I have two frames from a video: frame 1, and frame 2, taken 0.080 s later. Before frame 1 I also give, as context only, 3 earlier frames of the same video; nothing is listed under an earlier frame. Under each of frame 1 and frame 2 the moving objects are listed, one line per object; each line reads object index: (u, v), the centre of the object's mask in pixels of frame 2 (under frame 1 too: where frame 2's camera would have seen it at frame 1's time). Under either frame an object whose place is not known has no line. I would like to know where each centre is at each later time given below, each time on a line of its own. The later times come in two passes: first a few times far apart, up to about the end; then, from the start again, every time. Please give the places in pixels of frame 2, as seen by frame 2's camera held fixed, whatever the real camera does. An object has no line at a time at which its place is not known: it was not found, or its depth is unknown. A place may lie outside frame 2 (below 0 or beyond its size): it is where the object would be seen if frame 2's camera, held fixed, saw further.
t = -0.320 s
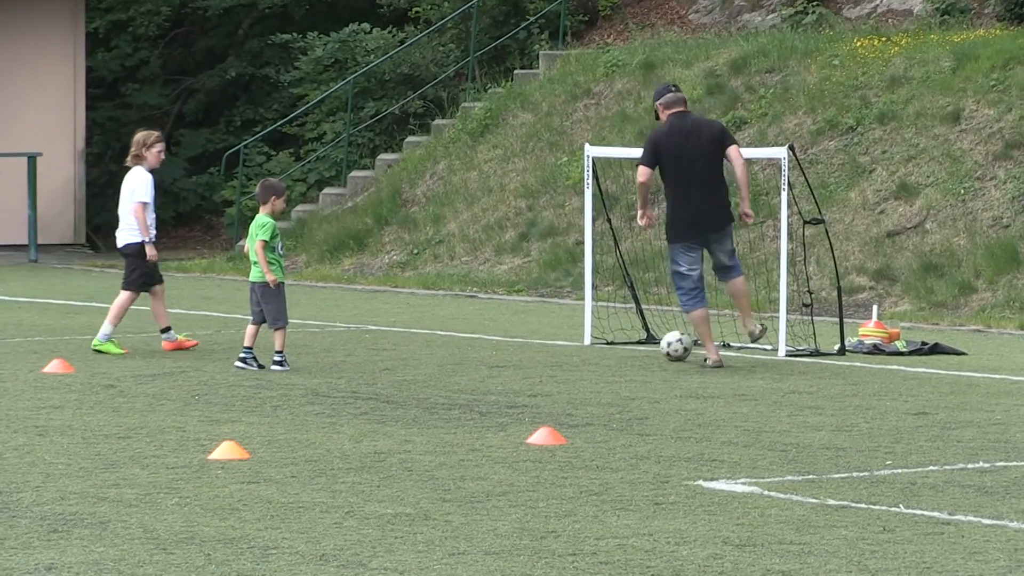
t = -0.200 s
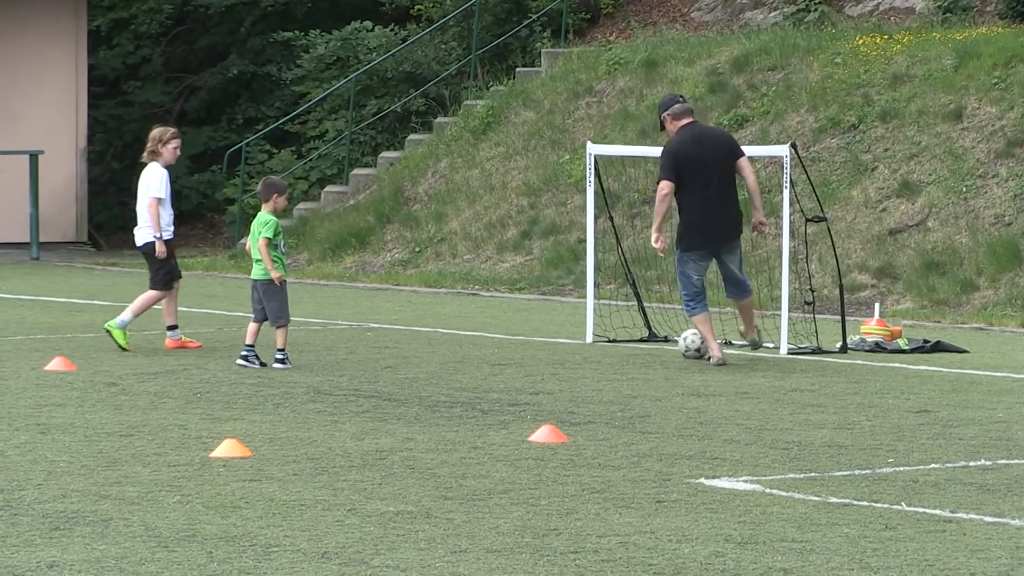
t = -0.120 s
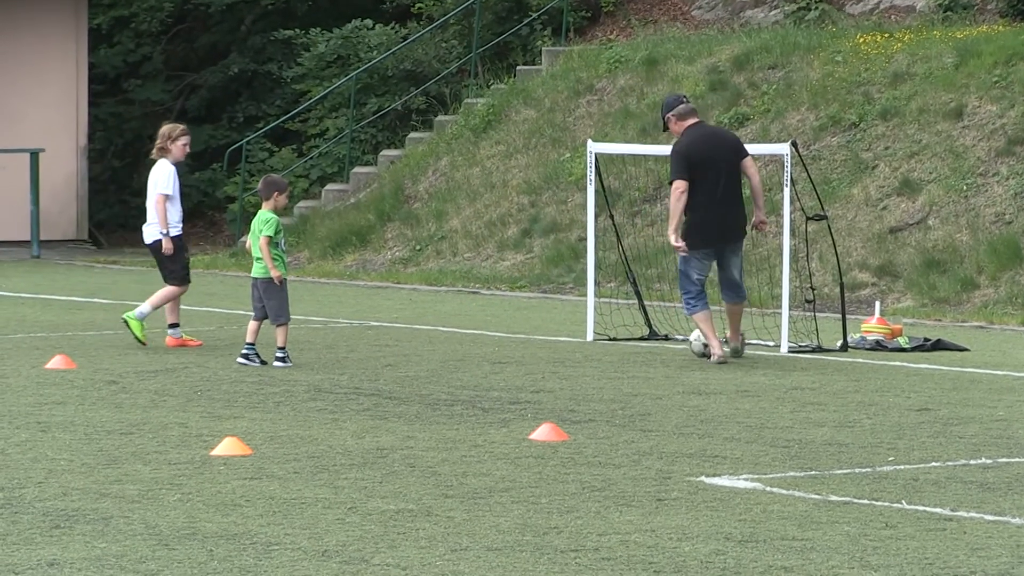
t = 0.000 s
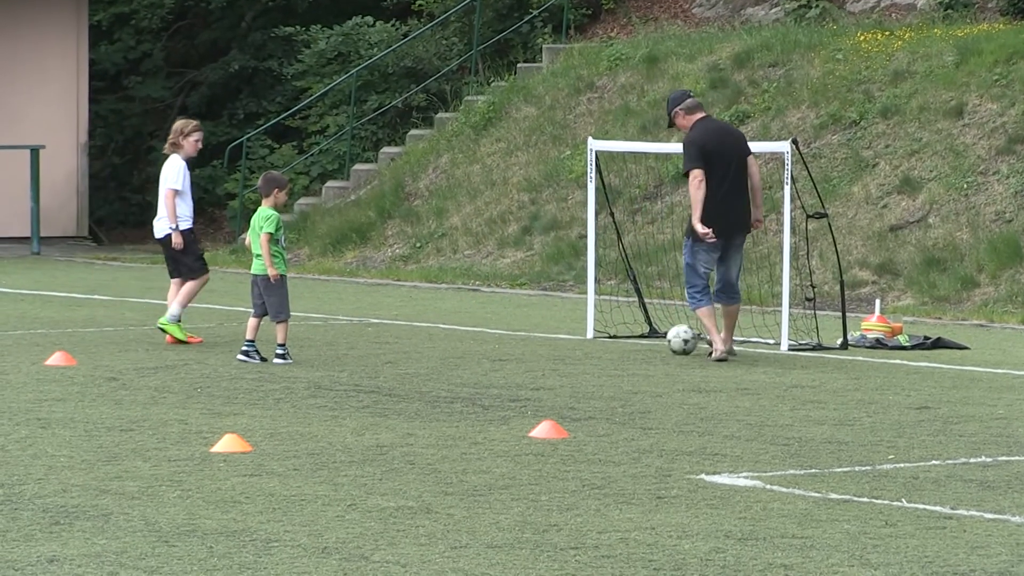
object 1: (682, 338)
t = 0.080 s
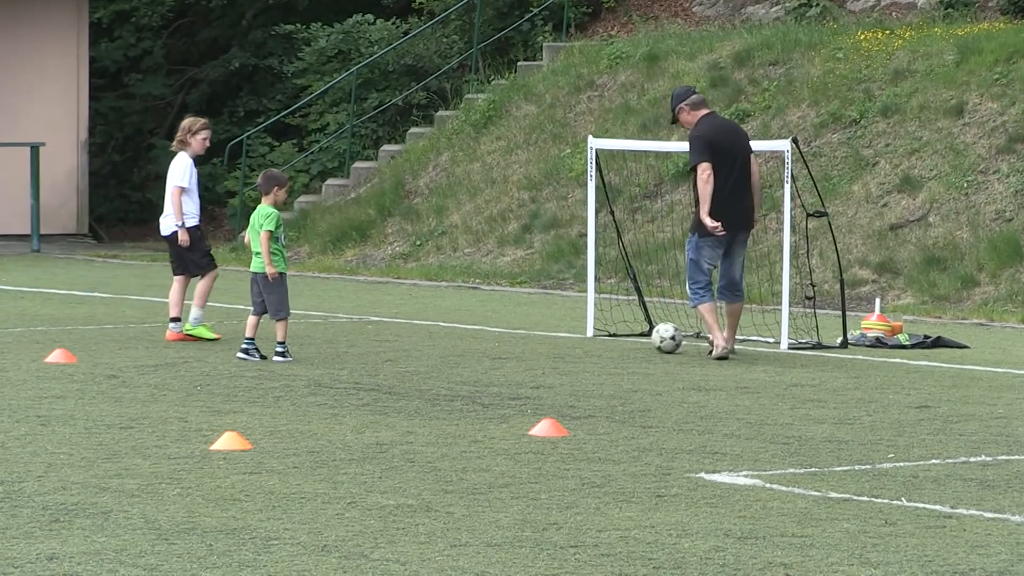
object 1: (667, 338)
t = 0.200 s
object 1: (647, 338)
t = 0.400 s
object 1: (618, 338)
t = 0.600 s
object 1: (591, 338)
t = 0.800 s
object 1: (568, 337)
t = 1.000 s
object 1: (549, 338)
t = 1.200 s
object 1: (534, 337)
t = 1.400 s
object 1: (521, 337)
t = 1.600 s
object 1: (513, 337)
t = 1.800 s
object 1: (505, 337)
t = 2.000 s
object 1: (499, 337)
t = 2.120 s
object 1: (497, 337)
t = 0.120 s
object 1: (660, 338)
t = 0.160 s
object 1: (654, 338)
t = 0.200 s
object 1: (647, 338)
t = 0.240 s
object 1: (641, 338)
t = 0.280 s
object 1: (636, 338)
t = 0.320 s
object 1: (630, 338)
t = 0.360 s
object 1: (624, 338)
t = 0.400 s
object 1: (618, 338)
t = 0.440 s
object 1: (613, 338)
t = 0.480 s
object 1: (607, 338)
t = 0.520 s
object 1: (602, 338)
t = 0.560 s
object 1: (597, 338)
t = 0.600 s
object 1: (591, 338)
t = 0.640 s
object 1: (586, 338)
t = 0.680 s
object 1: (581, 338)
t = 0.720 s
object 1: (577, 338)
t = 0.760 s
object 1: (572, 338)
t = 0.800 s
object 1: (568, 337)
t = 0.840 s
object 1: (564, 337)
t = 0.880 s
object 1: (560, 337)
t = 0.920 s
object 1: (556, 338)
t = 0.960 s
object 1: (552, 338)
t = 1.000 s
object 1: (549, 338)
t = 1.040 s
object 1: (545, 338)
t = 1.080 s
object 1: (542, 338)
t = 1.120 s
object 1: (539, 337)
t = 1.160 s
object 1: (536, 337)
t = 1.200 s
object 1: (534, 337)
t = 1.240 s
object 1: (531, 337)
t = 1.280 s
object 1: (528, 337)
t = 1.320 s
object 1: (526, 337)
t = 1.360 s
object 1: (524, 337)
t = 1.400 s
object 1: (521, 337)
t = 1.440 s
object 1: (519, 337)
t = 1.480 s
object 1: (518, 337)
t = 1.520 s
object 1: (516, 337)
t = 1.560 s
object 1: (514, 337)
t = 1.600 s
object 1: (513, 337)
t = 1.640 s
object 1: (511, 337)
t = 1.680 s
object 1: (509, 337)
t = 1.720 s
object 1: (508, 337)
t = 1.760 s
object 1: (506, 337)
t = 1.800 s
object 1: (505, 337)
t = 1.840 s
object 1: (504, 337)
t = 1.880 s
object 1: (502, 337)
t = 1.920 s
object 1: (501, 337)
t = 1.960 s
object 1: (500, 337)
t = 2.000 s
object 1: (499, 337)
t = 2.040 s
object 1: (498, 337)
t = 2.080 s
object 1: (497, 337)
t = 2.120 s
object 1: (497, 337)
